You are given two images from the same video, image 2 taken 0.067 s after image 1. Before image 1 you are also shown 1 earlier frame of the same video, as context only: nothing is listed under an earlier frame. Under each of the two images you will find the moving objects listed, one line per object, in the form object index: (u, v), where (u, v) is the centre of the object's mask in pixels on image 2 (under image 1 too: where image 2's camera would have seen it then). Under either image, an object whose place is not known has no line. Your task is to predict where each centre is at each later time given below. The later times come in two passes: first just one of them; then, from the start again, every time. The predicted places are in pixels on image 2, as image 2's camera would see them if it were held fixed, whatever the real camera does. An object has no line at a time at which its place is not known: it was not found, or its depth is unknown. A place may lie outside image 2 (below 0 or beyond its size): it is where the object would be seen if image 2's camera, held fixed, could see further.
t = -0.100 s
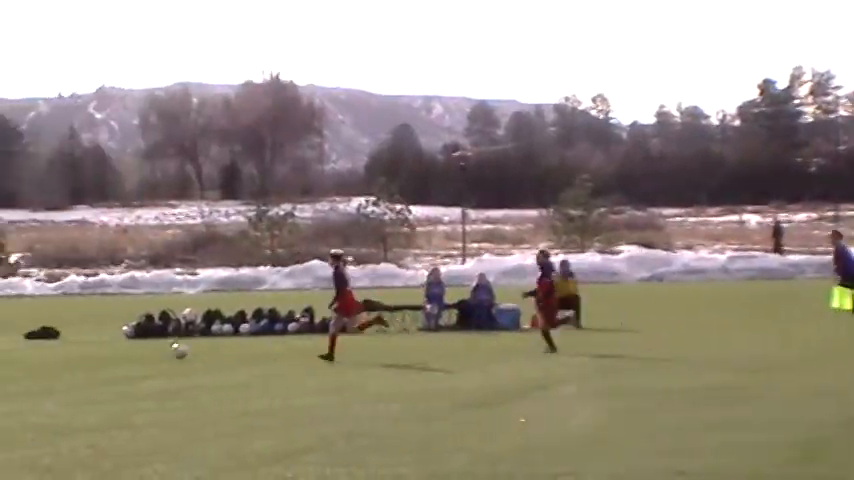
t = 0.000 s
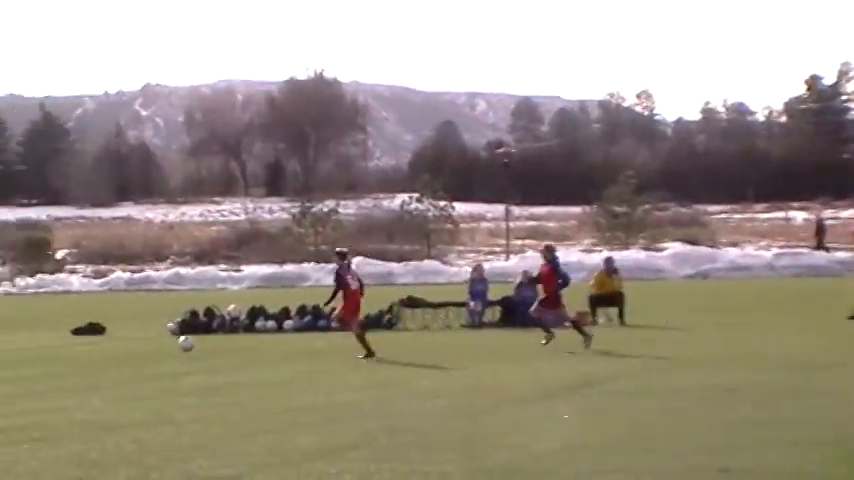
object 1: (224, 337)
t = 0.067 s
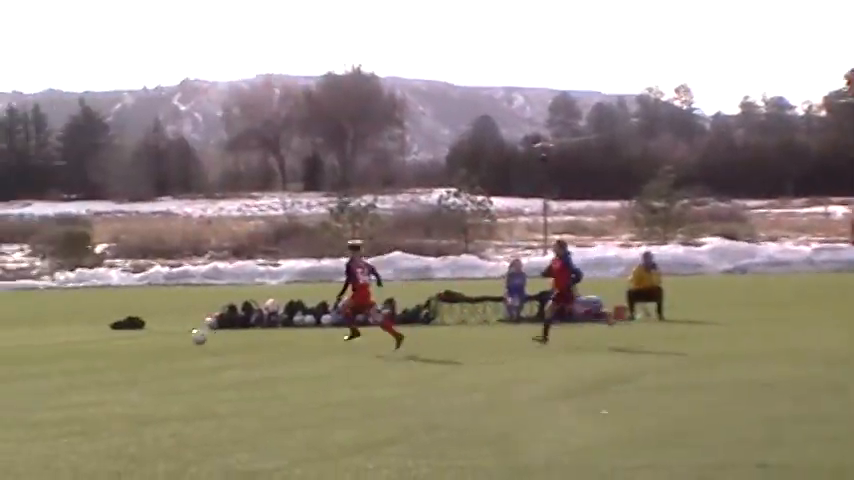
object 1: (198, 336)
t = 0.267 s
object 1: (124, 346)
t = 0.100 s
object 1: (186, 336)
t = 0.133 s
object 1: (174, 338)
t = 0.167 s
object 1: (161, 340)
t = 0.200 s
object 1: (149, 342)
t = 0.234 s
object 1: (136, 347)
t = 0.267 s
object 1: (124, 346)
